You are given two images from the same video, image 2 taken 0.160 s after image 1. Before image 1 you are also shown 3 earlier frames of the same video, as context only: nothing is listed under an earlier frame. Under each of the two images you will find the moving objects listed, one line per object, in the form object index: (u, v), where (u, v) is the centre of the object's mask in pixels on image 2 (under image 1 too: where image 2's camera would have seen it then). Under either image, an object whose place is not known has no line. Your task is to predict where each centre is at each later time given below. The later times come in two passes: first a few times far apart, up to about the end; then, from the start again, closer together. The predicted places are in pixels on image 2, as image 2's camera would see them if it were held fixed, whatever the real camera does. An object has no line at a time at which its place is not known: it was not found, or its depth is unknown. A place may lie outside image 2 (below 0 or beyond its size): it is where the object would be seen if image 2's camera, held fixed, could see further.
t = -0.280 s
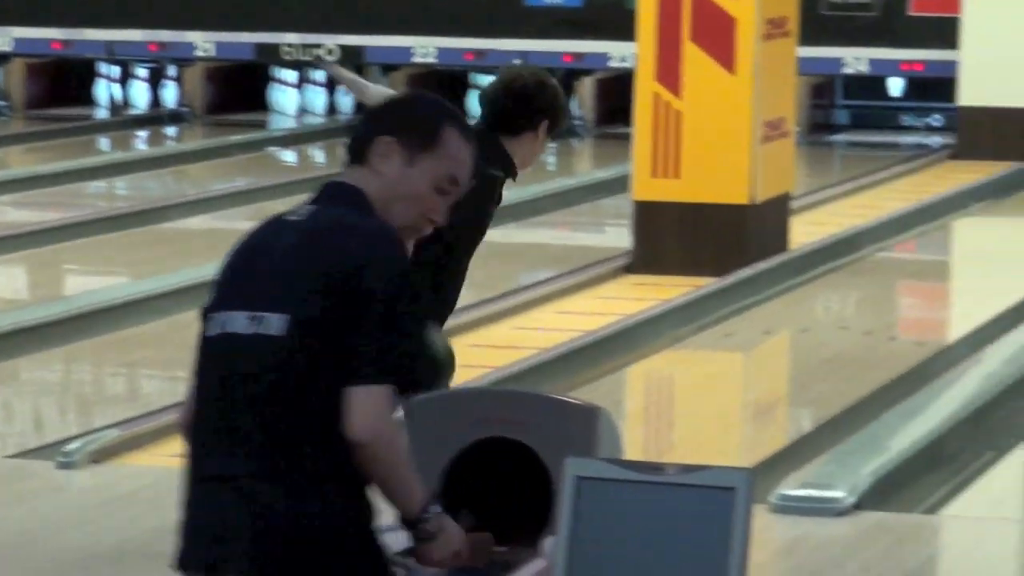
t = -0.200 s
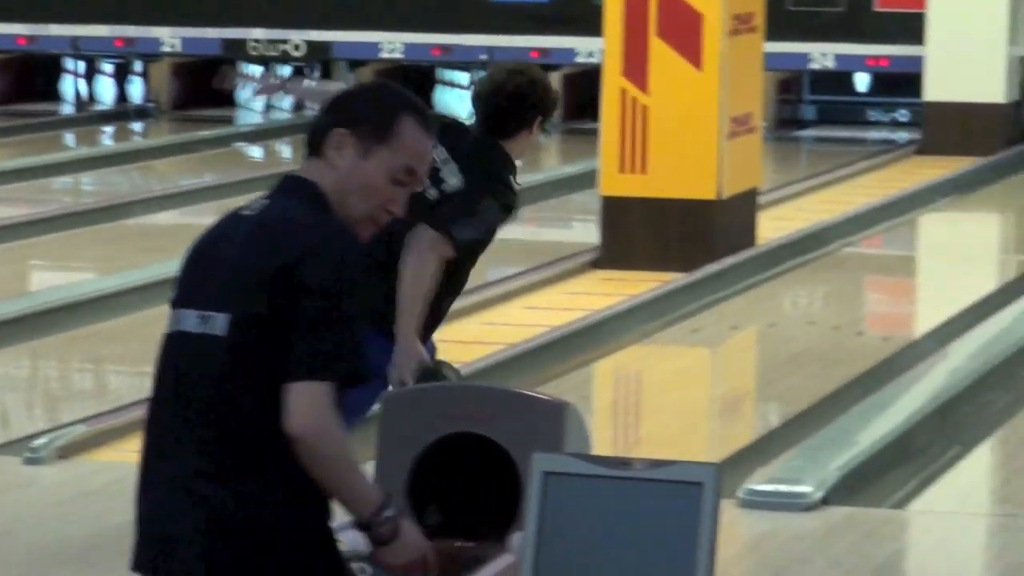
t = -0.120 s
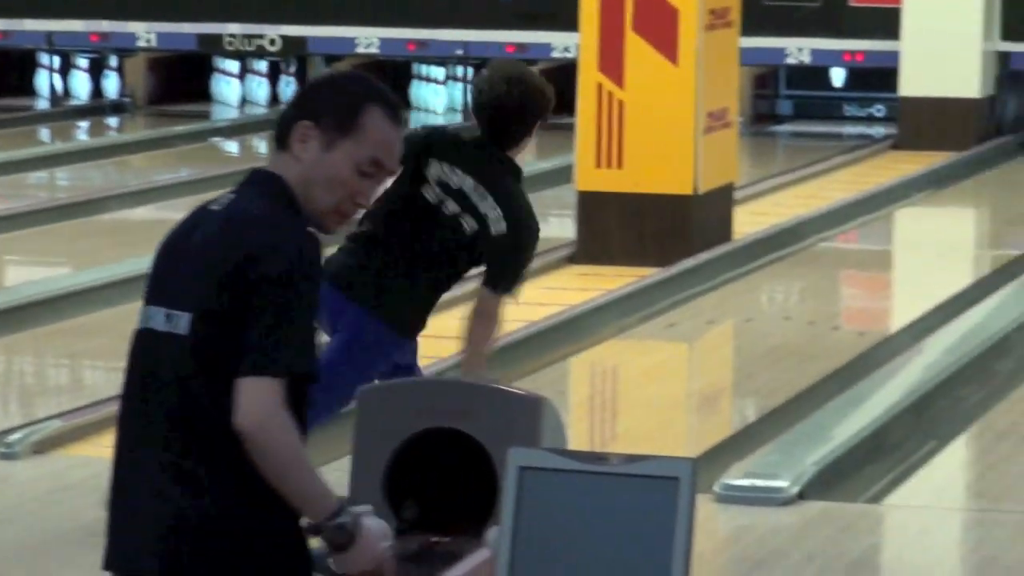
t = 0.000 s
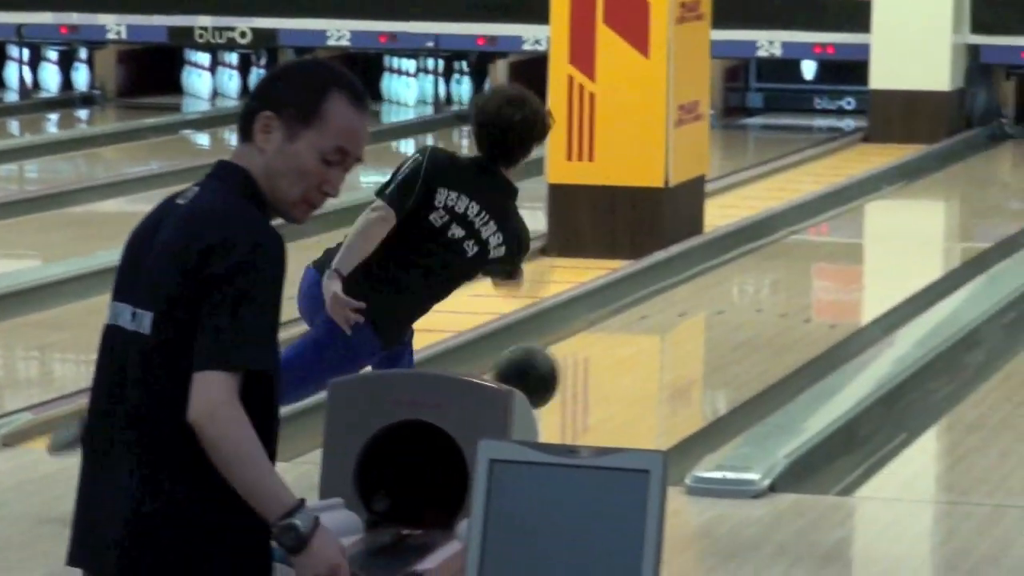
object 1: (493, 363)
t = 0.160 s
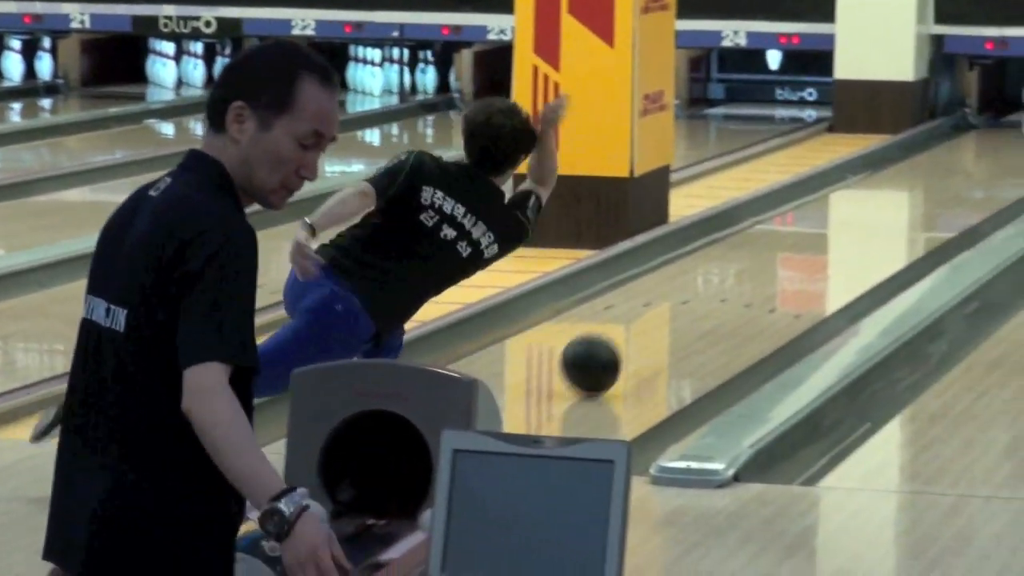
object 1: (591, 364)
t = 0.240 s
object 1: (634, 345)
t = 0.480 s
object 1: (744, 295)
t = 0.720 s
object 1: (831, 254)
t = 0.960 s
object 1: (902, 220)
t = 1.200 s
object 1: (960, 193)
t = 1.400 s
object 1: (999, 173)
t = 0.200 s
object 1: (613, 352)
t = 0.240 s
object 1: (634, 345)
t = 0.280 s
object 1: (654, 336)
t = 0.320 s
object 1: (674, 327)
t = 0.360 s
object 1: (692, 319)
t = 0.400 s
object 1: (710, 311)
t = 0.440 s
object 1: (727, 303)
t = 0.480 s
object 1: (744, 295)
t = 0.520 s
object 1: (759, 288)
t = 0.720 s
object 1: (831, 254)
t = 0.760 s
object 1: (844, 248)
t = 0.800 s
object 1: (857, 242)
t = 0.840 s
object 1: (869, 237)
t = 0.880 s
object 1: (880, 231)
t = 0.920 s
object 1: (891, 225)
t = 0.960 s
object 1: (902, 220)
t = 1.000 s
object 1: (913, 215)
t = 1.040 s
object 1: (923, 210)
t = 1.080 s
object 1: (933, 206)
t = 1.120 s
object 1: (942, 201)
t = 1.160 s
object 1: (951, 197)
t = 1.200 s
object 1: (960, 193)
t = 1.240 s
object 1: (968, 189)
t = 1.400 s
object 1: (999, 173)
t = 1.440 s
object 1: (1006, 169)
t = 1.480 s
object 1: (1013, 165)
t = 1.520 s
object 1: (1019, 161)
